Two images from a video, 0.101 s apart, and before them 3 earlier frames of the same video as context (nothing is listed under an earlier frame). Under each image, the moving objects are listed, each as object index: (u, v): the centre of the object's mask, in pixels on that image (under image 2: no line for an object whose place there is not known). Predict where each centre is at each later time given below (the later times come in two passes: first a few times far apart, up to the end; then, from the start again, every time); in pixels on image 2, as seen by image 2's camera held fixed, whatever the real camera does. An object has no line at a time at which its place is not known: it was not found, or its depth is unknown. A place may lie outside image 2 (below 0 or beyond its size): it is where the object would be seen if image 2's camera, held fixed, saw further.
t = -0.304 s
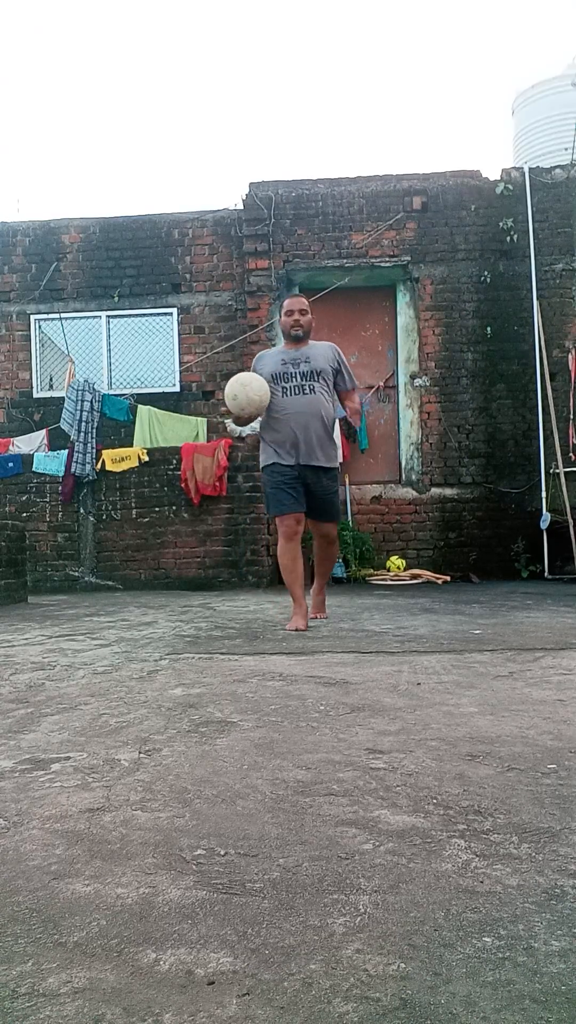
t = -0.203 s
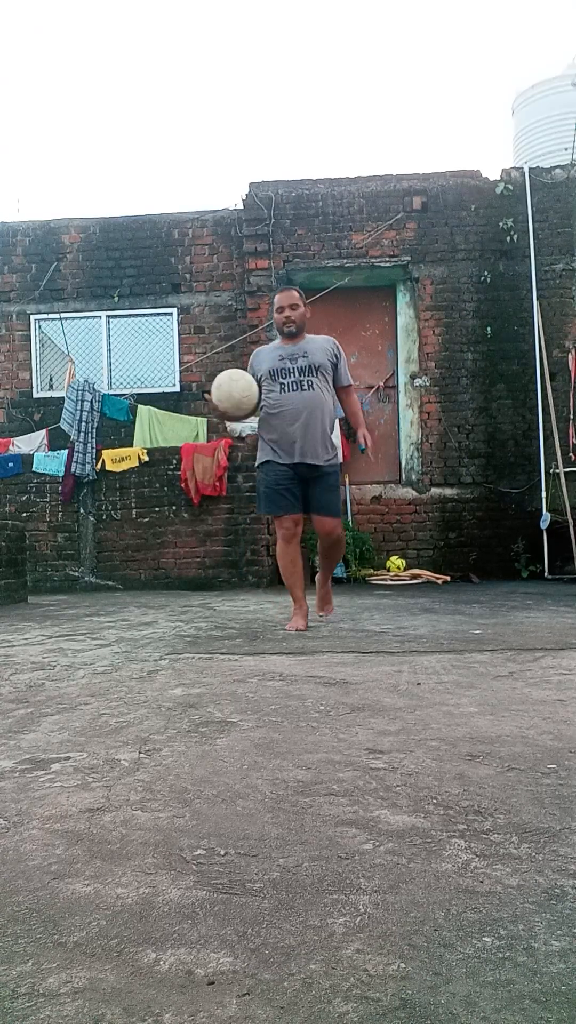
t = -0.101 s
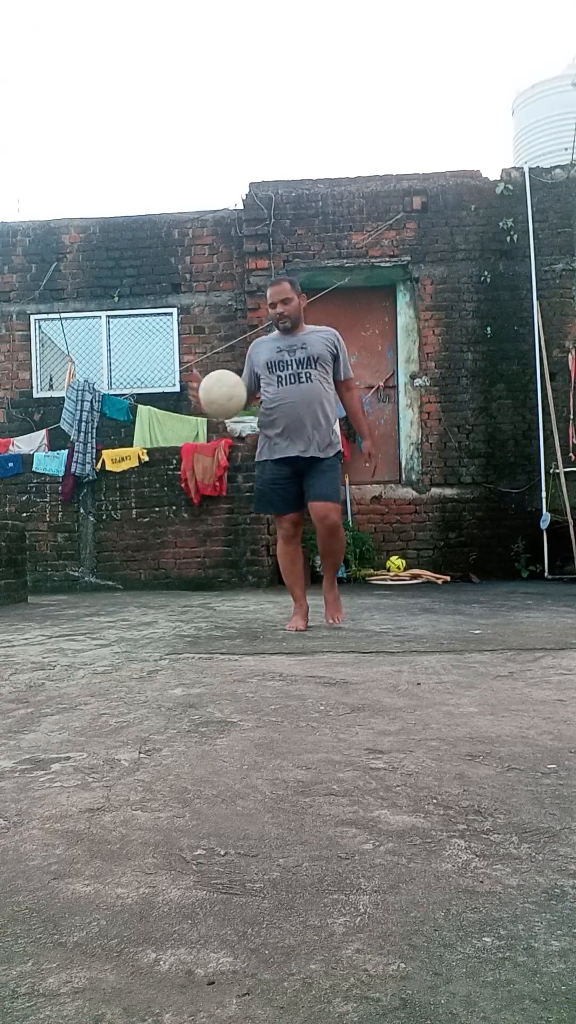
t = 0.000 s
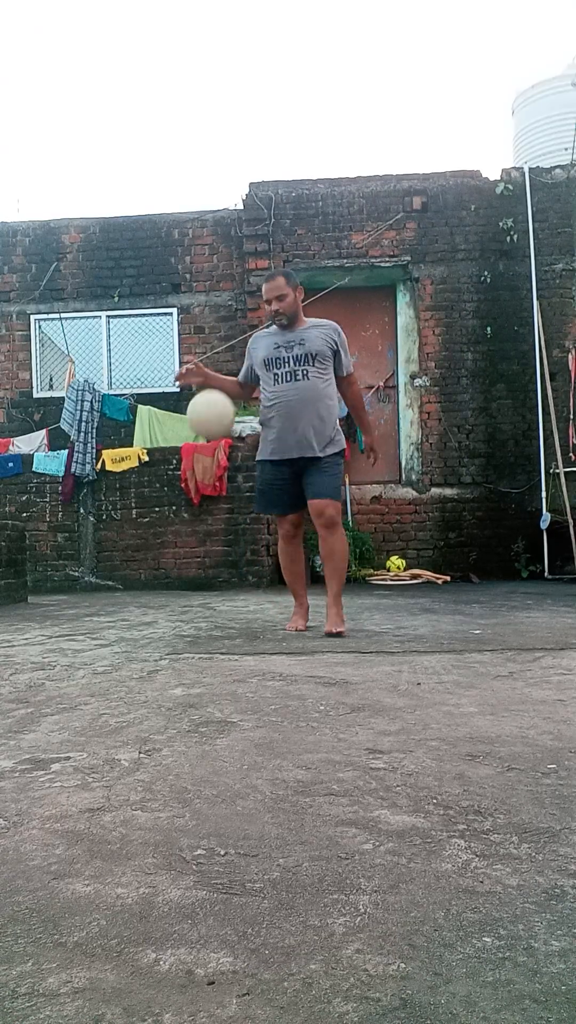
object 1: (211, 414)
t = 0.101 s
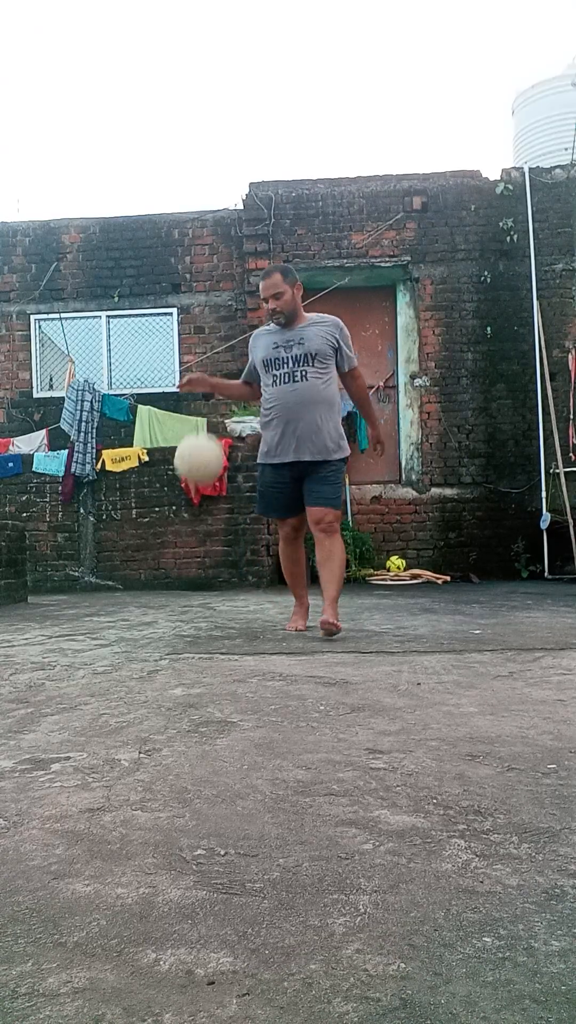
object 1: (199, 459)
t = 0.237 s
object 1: (185, 555)
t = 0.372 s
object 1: (183, 562)
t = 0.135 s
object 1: (195, 479)
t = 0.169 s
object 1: (192, 501)
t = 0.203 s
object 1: (188, 526)
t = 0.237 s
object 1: (185, 555)
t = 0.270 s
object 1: (182, 583)
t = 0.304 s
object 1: (180, 611)
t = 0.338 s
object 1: (181, 584)
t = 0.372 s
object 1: (183, 562)
